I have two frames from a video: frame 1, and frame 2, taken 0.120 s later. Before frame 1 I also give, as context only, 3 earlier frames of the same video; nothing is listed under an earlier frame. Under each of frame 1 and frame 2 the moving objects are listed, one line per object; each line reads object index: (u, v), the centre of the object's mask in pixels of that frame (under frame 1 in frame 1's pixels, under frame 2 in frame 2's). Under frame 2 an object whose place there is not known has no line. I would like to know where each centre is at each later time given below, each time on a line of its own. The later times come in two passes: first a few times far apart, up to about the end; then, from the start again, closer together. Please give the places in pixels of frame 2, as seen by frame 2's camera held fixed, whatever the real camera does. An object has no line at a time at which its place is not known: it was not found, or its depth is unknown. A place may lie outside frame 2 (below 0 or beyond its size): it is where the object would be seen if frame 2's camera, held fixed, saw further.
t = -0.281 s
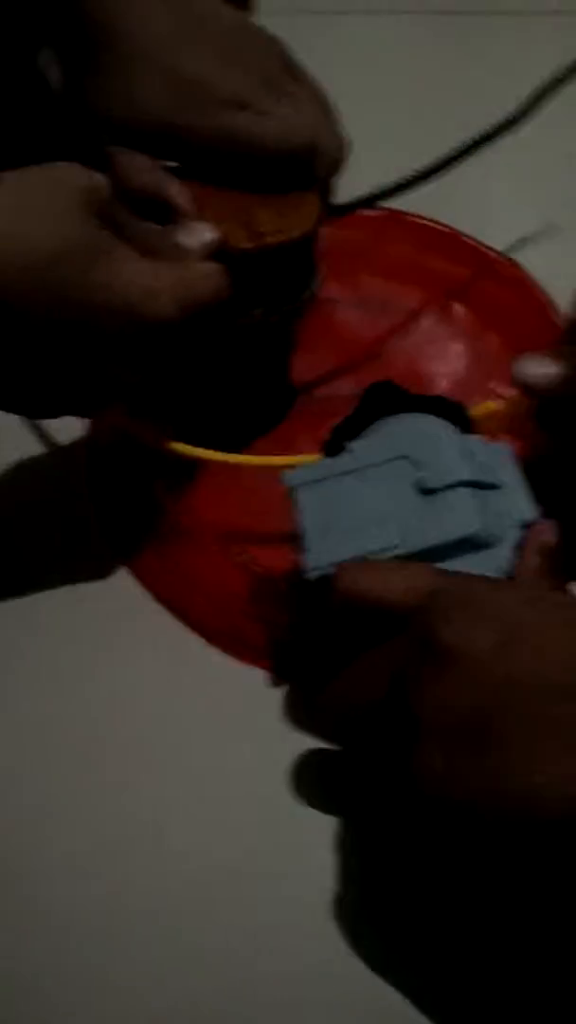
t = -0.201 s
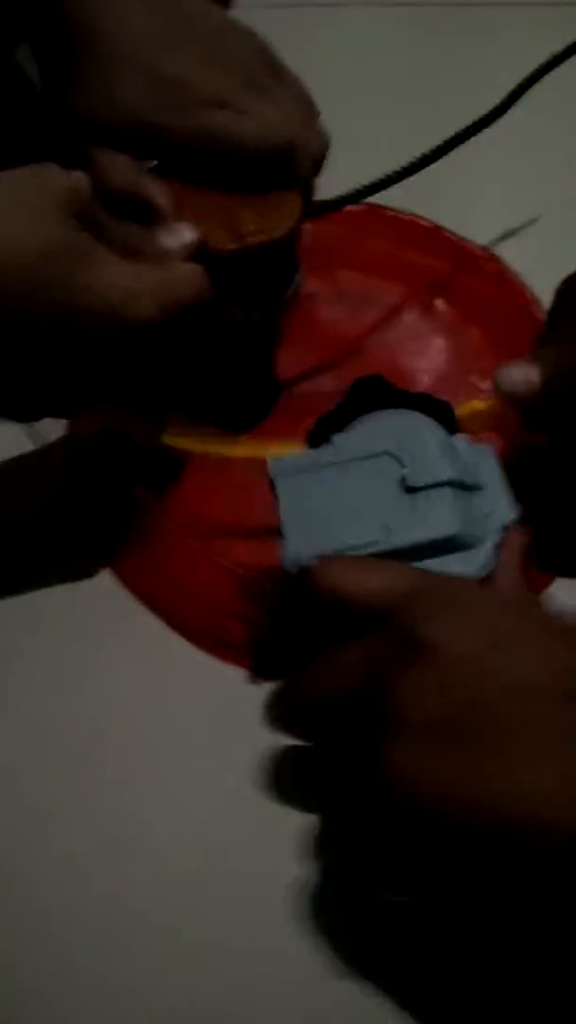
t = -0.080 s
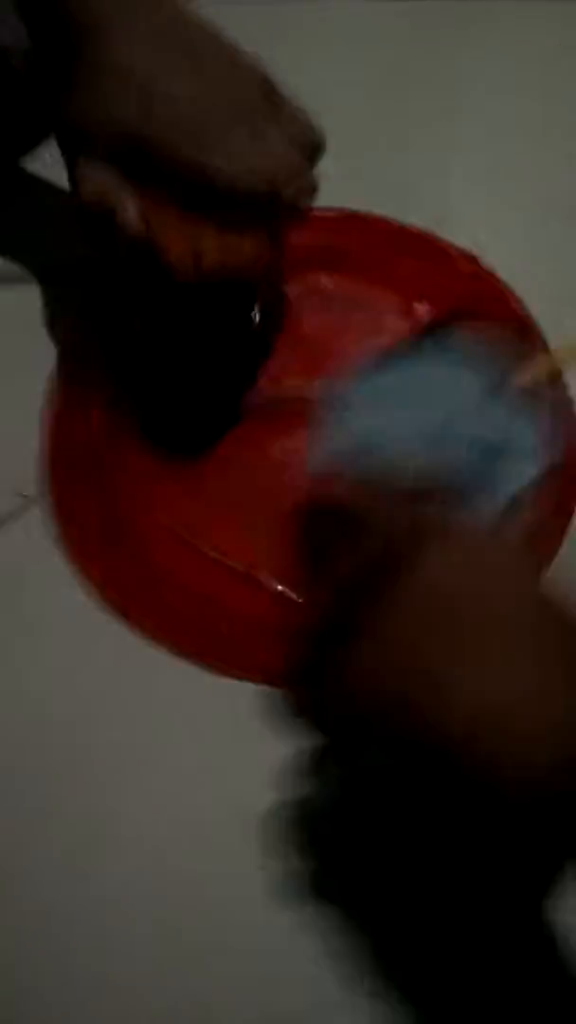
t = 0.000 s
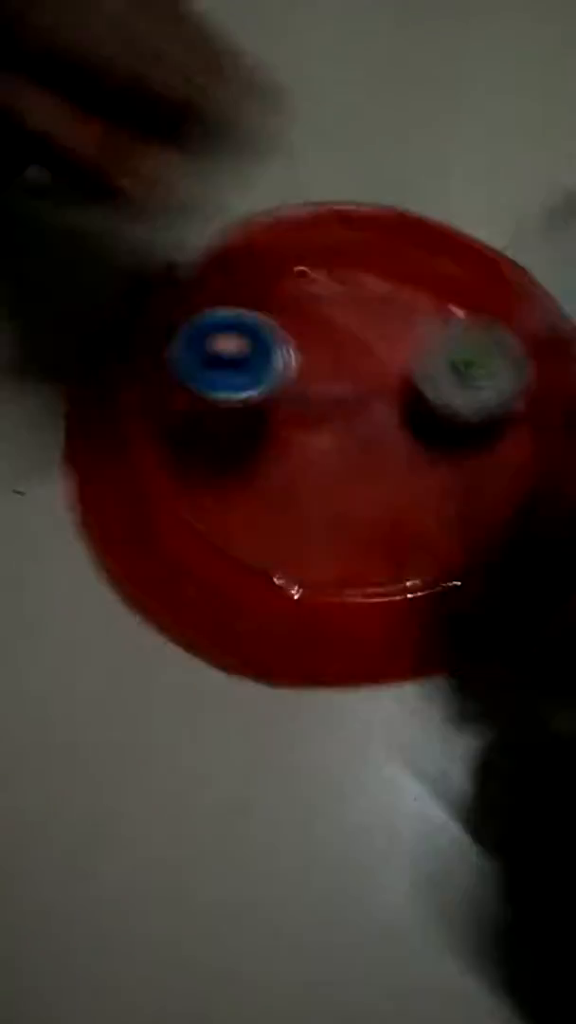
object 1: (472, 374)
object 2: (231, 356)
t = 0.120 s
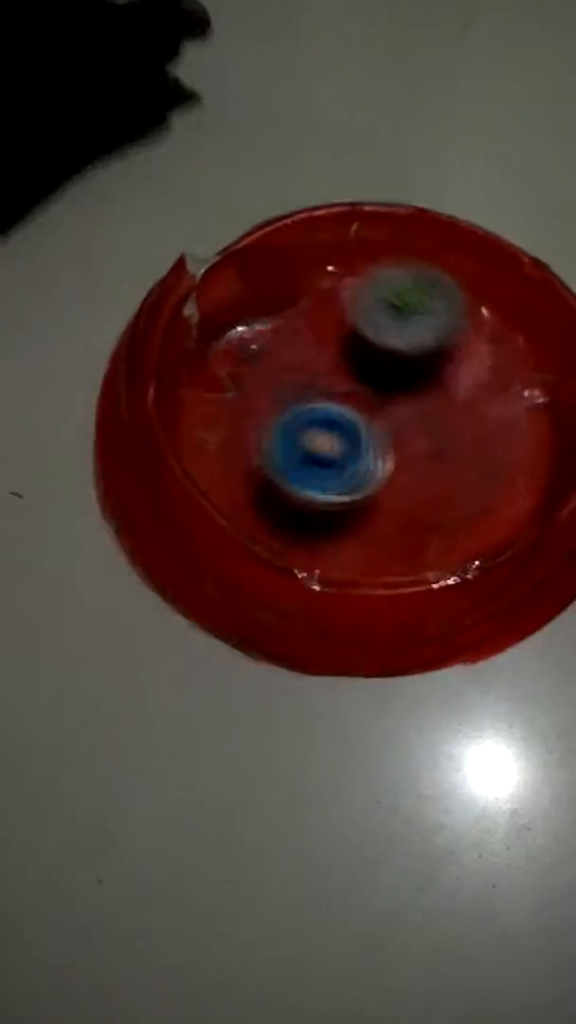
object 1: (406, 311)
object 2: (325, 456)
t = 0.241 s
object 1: (316, 325)
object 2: (400, 459)
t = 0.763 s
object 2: (304, 349)
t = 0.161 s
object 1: (375, 302)
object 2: (350, 455)
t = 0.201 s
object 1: (344, 304)
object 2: (376, 460)
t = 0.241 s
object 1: (316, 325)
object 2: (400, 459)
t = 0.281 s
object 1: (290, 354)
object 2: (416, 452)
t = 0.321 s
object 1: (266, 373)
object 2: (425, 441)
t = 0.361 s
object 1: (251, 392)
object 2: (431, 426)
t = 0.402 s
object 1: (250, 412)
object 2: (433, 411)
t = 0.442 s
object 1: (259, 429)
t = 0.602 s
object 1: (343, 490)
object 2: (373, 357)
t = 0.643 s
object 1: (362, 498)
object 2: (351, 357)
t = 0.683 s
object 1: (385, 503)
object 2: (332, 354)
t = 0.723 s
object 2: (315, 353)
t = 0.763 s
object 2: (304, 349)
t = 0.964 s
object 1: (440, 427)
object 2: (288, 333)
